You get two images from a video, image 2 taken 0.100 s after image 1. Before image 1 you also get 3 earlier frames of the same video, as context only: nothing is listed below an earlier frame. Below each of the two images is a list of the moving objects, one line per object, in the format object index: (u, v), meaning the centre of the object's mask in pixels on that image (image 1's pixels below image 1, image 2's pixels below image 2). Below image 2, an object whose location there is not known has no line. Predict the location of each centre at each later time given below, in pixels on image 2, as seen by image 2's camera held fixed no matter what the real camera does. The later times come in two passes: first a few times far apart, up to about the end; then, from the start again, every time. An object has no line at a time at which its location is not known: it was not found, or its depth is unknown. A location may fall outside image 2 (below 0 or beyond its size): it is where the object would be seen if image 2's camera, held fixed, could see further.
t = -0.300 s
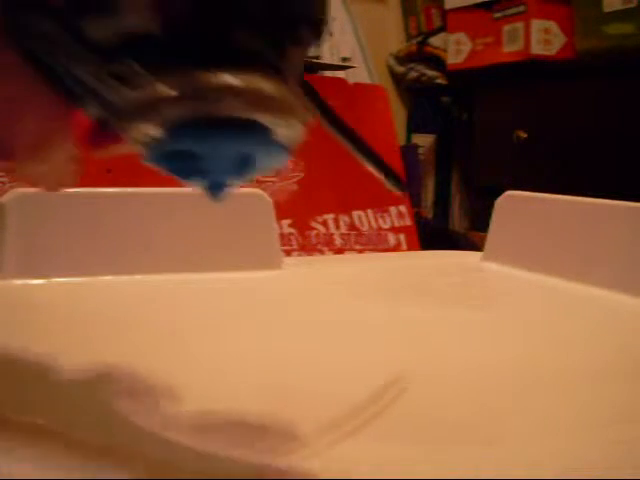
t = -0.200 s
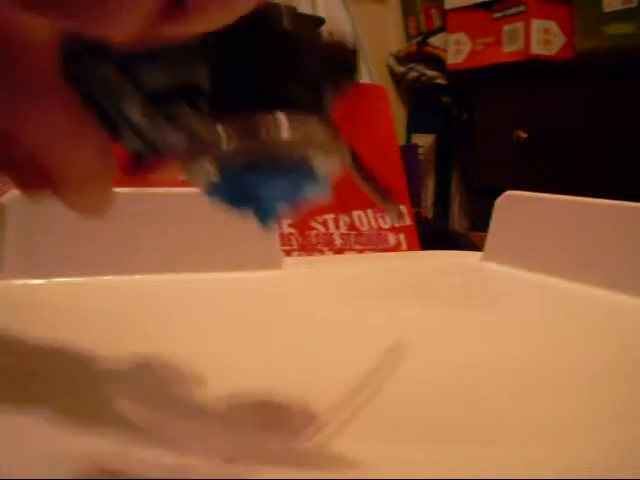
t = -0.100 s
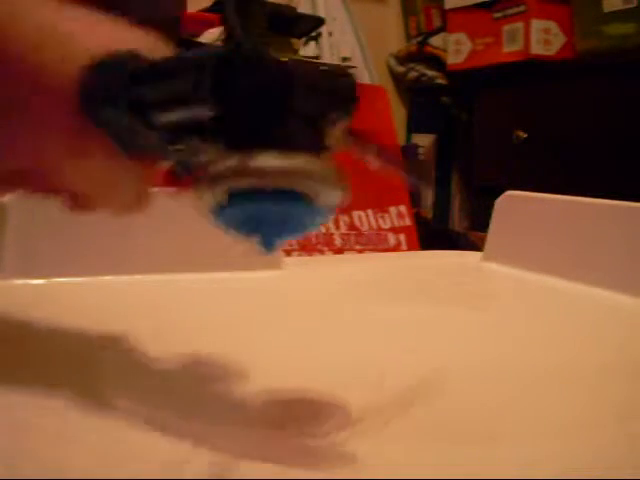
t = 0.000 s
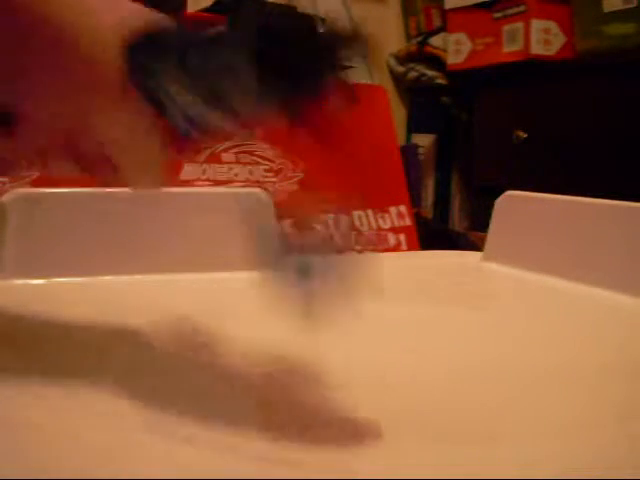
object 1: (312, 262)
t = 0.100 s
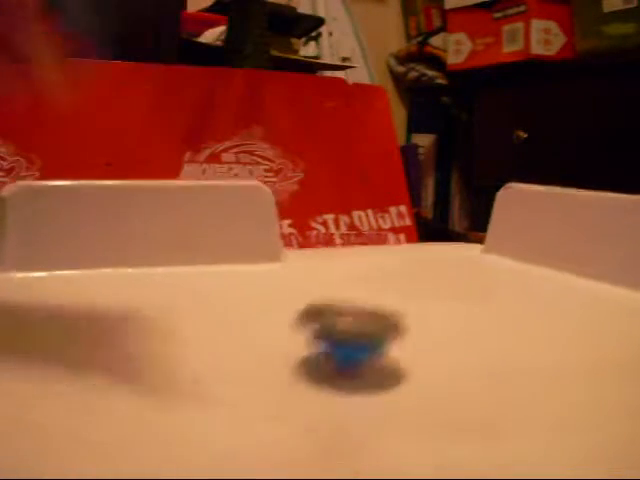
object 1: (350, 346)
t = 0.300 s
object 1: (406, 312)
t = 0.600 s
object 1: (355, 367)
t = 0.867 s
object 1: (323, 371)
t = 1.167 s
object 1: (303, 361)
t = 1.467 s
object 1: (372, 358)
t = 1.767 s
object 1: (372, 350)
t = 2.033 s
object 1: (402, 359)
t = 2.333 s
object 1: (422, 359)
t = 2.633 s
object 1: (430, 365)
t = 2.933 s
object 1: (437, 369)
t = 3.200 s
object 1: (452, 375)
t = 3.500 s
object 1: (450, 381)
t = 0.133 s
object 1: (363, 337)
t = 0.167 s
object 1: (375, 328)
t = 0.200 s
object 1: (387, 320)
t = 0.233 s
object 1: (396, 316)
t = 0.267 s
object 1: (402, 311)
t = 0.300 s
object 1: (406, 312)
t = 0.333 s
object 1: (407, 315)
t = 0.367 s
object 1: (404, 321)
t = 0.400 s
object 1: (401, 328)
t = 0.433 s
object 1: (395, 335)
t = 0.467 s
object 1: (389, 342)
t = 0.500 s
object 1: (381, 349)
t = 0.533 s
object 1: (373, 356)
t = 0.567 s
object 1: (365, 362)
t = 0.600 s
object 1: (355, 367)
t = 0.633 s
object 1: (347, 372)
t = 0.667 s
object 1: (339, 375)
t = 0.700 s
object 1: (333, 377)
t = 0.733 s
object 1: (329, 378)
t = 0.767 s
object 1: (326, 377)
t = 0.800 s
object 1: (324, 376)
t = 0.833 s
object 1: (323, 374)
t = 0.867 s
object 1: (323, 371)
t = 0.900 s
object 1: (321, 367)
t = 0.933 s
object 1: (319, 363)
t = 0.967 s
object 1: (315, 360)
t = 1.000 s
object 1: (311, 358)
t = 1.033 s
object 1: (305, 356)
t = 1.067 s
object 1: (301, 355)
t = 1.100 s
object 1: (299, 357)
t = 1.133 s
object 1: (299, 359)
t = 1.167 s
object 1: (303, 361)
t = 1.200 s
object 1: (309, 363)
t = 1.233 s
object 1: (314, 365)
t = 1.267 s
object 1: (321, 367)
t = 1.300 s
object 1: (327, 368)
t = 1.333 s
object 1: (335, 368)
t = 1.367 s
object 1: (345, 367)
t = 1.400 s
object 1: (355, 364)
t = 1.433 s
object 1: (365, 362)
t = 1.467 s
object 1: (372, 358)
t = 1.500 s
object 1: (378, 355)
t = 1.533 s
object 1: (380, 351)
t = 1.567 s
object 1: (380, 348)
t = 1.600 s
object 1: (378, 347)
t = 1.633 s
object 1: (377, 346)
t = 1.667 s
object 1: (375, 347)
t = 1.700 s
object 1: (374, 347)
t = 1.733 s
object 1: (372, 348)
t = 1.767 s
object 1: (372, 350)
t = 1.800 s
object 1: (373, 352)
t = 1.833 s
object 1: (375, 354)
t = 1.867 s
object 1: (377, 356)
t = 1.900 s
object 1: (380, 357)
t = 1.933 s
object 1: (384, 359)
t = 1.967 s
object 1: (389, 359)
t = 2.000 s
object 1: (396, 359)
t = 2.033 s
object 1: (402, 359)
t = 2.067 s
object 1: (406, 359)
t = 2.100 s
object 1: (408, 358)
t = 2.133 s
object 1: (411, 357)
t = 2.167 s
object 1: (413, 357)
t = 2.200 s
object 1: (415, 357)
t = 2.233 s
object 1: (416, 358)
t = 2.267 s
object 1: (418, 358)
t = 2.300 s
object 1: (420, 359)
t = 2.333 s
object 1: (422, 359)
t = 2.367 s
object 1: (424, 360)
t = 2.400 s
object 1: (425, 361)
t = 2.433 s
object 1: (427, 361)
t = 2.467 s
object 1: (428, 362)
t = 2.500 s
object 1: (429, 363)
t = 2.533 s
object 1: (429, 363)
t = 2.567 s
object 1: (430, 364)
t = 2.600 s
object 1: (430, 364)
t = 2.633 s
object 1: (430, 365)
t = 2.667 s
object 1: (430, 365)
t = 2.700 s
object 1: (430, 366)
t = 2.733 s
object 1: (430, 366)
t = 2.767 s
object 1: (431, 367)
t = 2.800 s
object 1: (432, 367)
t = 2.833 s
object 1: (433, 368)
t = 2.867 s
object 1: (434, 368)
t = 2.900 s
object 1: (436, 369)
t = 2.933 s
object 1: (437, 369)
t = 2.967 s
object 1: (439, 370)
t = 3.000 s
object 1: (441, 371)
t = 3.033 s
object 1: (441, 372)
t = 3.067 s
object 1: (443, 372)
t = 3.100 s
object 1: (446, 373)
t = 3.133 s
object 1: (448, 373)
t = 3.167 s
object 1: (450, 374)
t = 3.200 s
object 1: (452, 375)
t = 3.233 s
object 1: (453, 376)
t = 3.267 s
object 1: (453, 377)
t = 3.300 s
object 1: (453, 378)
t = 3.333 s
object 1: (453, 378)
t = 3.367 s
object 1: (453, 380)
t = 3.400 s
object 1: (453, 380)
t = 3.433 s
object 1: (453, 381)
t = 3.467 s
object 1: (452, 381)
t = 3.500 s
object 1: (450, 381)
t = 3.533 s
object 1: (448, 381)
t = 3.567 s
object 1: (446, 381)
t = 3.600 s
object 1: (444, 382)
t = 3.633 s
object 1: (442, 382)
